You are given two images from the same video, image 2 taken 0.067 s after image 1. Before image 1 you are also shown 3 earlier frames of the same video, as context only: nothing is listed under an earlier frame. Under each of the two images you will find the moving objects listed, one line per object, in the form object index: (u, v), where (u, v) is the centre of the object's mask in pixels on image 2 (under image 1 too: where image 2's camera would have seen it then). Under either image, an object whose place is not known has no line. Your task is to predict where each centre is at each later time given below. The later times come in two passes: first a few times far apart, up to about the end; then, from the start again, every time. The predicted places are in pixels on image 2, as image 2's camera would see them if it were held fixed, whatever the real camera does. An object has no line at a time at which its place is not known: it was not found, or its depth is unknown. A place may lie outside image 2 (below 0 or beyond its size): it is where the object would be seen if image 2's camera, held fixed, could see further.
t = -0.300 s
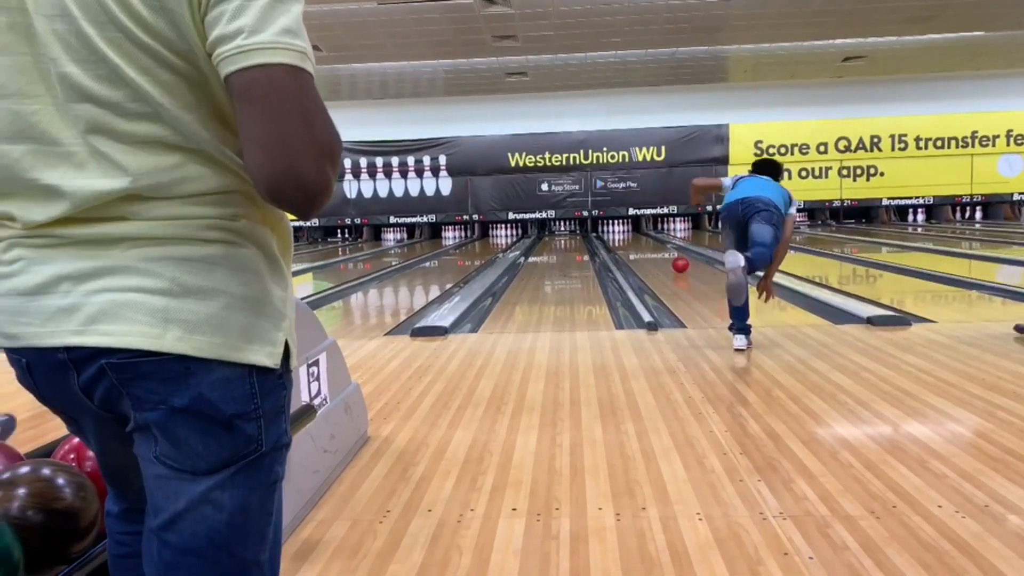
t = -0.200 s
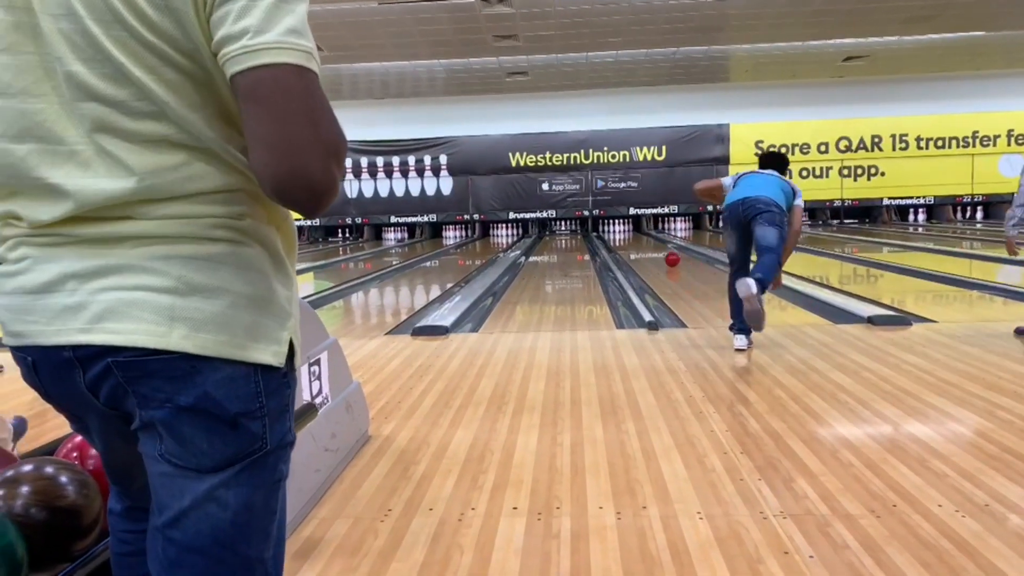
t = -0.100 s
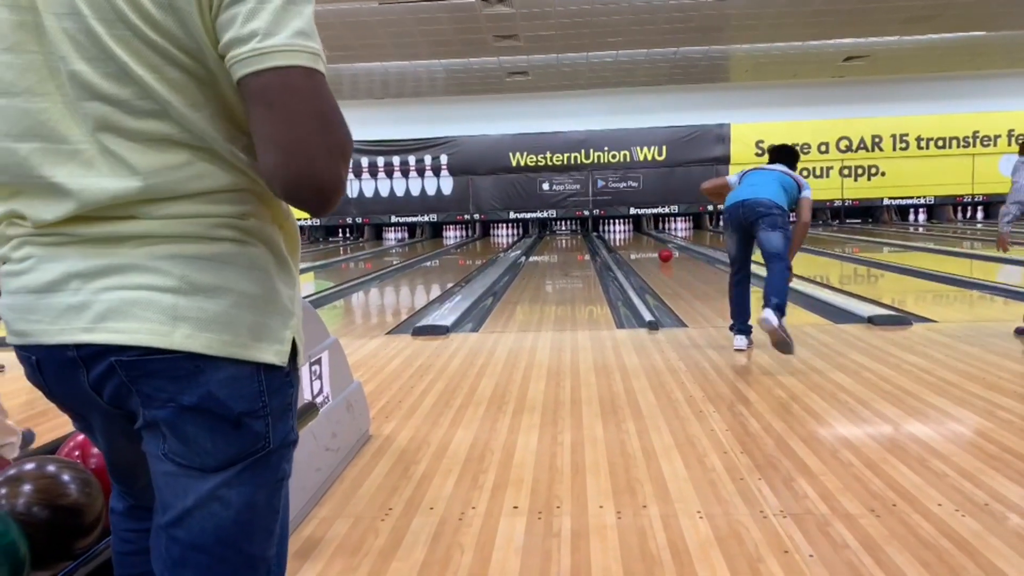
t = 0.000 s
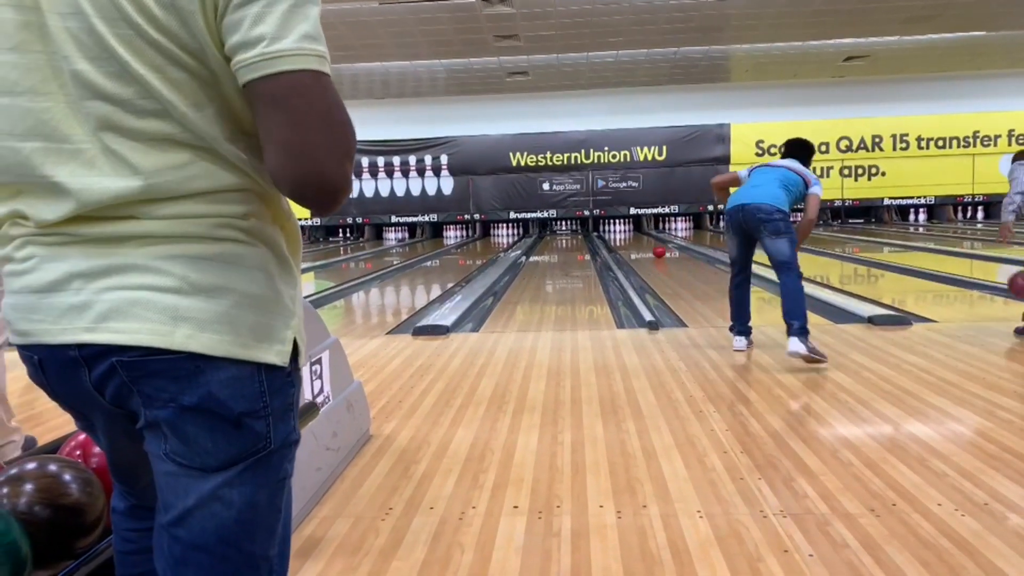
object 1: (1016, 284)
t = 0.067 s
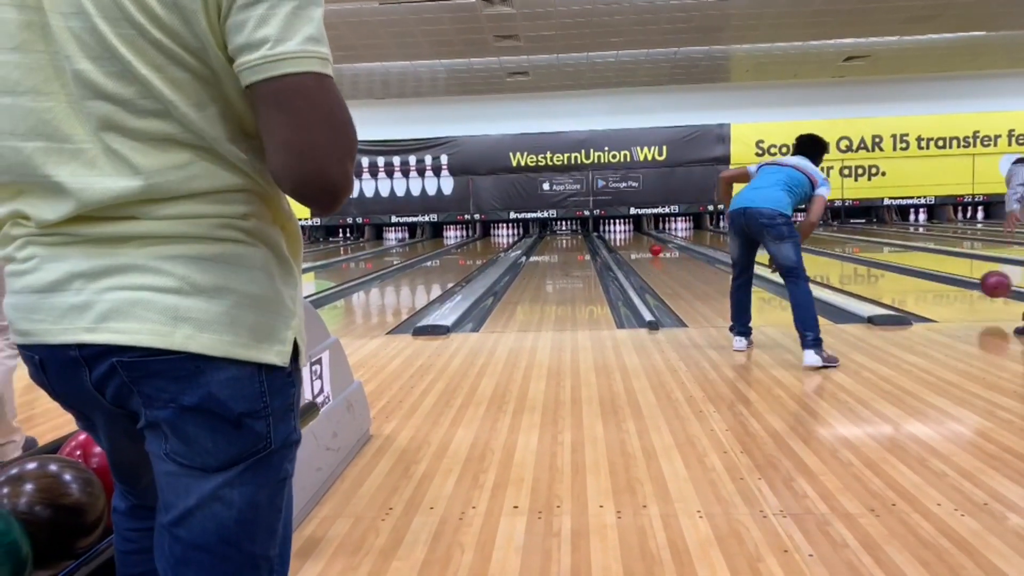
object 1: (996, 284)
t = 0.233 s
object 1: (936, 285)
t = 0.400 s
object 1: (893, 275)
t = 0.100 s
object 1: (982, 286)
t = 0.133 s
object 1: (969, 289)
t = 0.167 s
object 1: (957, 289)
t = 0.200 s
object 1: (947, 287)
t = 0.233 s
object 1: (936, 285)
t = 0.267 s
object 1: (927, 290)
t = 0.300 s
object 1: (917, 286)
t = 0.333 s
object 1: (909, 278)
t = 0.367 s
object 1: (900, 277)
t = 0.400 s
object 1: (893, 275)
